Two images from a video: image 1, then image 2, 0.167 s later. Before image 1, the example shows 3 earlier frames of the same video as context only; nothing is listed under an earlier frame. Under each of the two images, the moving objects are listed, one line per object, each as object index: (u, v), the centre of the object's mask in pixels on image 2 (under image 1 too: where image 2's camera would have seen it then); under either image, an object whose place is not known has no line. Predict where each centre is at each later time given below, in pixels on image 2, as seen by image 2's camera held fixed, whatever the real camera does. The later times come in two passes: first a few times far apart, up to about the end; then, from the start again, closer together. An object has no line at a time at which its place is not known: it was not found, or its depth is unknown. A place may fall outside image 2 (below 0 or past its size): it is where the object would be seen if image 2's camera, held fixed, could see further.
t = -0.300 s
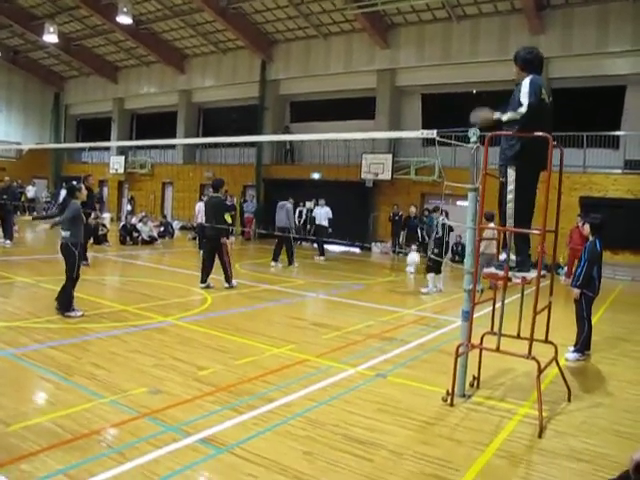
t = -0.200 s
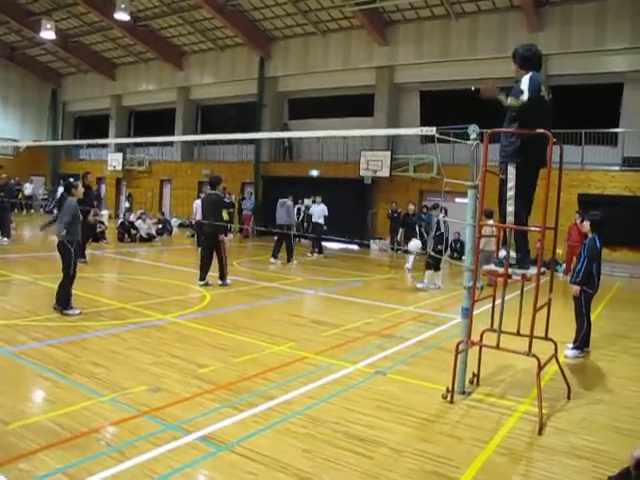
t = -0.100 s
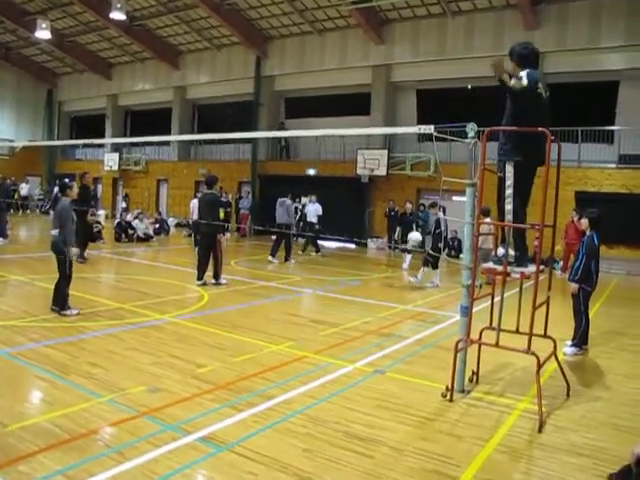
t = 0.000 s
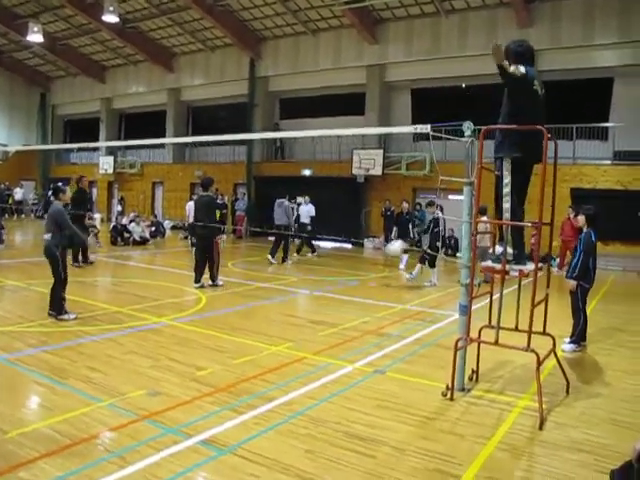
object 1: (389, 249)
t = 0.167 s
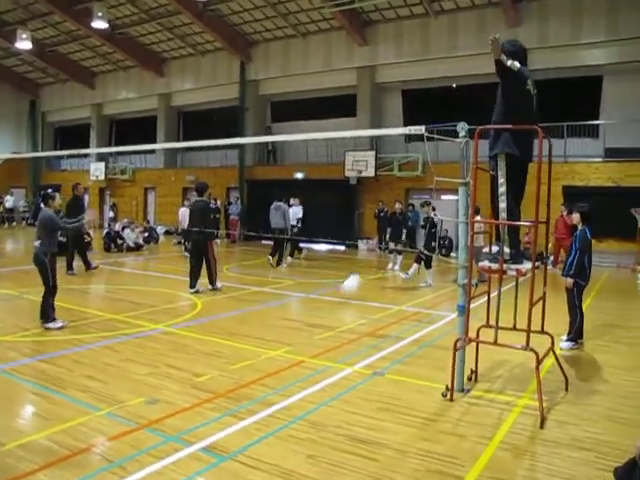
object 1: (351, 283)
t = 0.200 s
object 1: (343, 293)
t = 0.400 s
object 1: (308, 275)
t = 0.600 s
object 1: (268, 279)
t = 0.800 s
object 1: (218, 321)
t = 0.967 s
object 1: (173, 319)
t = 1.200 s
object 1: (97, 339)
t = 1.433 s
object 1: (-2, 368)
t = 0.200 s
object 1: (343, 293)
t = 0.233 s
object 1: (336, 293)
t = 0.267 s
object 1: (331, 287)
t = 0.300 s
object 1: (325, 283)
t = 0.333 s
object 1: (320, 280)
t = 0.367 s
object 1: (314, 277)
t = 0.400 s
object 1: (308, 275)
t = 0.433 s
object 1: (302, 274)
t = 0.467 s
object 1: (295, 273)
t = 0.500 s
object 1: (288, 272)
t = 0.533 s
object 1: (282, 274)
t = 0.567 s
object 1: (275, 277)
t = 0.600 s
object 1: (268, 279)
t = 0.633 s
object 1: (260, 282)
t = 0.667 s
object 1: (252, 287)
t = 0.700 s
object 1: (244, 294)
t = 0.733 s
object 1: (235, 302)
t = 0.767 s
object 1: (228, 310)
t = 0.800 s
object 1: (218, 321)
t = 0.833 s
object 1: (210, 330)
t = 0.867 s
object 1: (201, 328)
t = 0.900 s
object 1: (192, 323)
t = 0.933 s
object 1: (184, 321)
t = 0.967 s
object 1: (173, 319)
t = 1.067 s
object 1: (143, 320)
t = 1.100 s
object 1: (132, 323)
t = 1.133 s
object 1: (122, 326)
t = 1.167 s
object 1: (109, 332)
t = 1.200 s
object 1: (97, 339)
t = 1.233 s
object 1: (84, 348)
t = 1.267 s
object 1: (71, 357)
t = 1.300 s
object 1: (58, 372)
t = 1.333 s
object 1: (45, 374)
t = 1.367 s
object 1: (31, 369)
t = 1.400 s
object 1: (15, 368)
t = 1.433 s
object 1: (-2, 368)
